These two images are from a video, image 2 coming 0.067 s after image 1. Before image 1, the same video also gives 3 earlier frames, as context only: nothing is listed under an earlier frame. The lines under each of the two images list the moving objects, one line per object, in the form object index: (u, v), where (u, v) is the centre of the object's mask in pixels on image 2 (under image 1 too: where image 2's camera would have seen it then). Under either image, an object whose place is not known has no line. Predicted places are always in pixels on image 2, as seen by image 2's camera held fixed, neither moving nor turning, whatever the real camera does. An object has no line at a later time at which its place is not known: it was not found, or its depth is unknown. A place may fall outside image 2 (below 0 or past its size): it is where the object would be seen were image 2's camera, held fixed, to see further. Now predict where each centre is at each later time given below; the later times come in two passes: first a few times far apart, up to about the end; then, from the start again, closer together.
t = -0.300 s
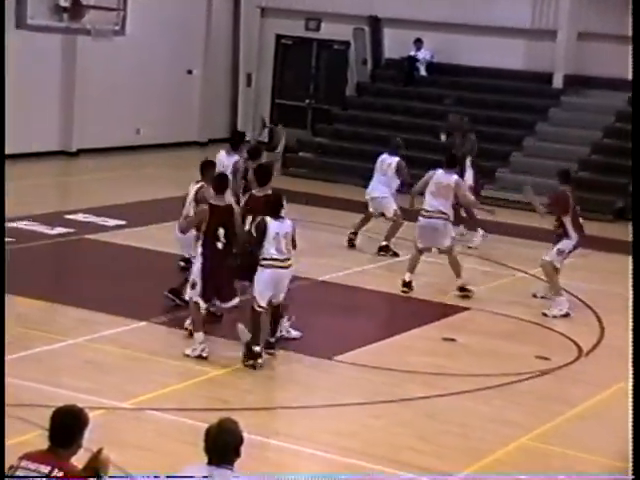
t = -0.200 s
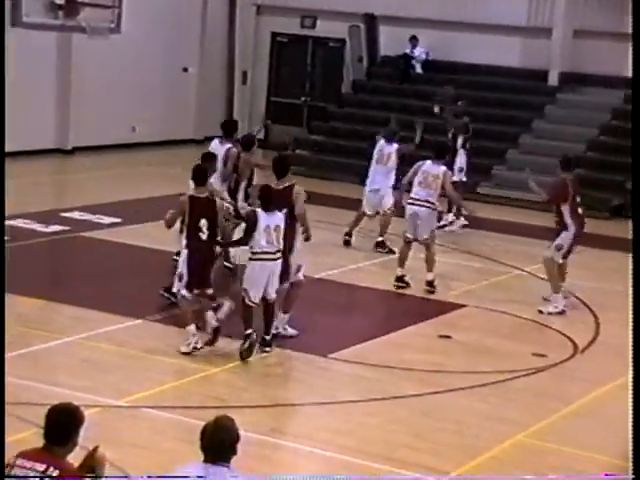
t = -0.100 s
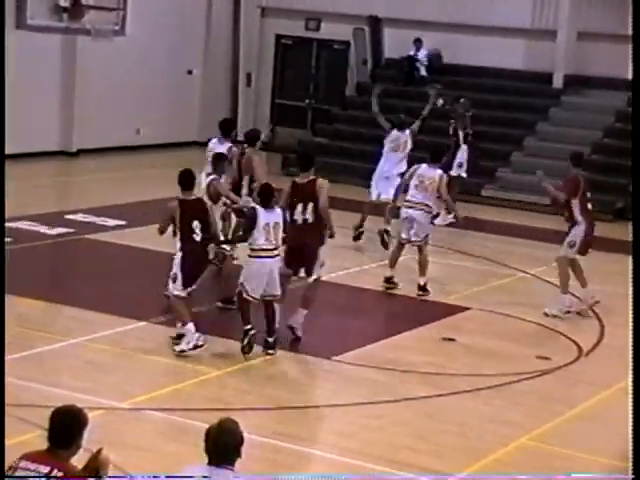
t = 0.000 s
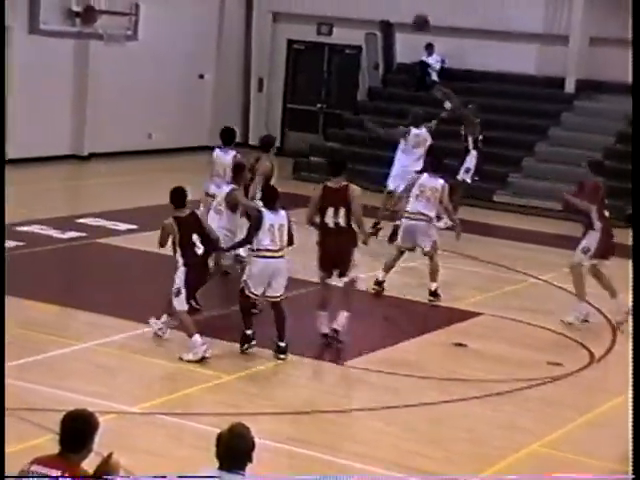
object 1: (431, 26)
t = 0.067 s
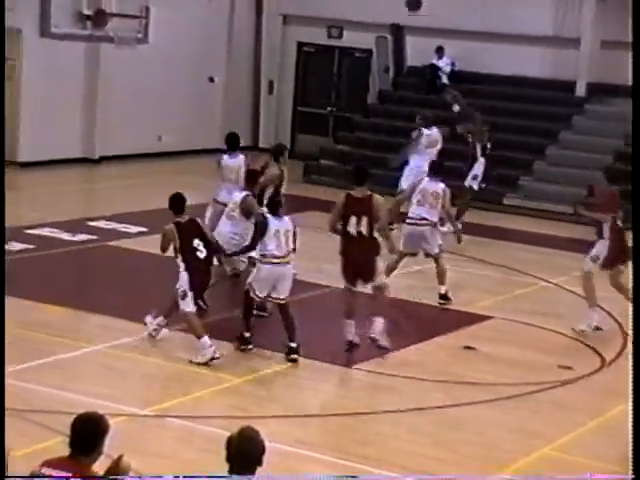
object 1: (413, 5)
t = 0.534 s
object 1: (272, -81)
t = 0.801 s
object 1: (177, -55)
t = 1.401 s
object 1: (60, 29)
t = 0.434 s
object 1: (306, -76)
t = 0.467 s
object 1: (294, -79)
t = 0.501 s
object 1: (283, -80)
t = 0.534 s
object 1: (272, -81)
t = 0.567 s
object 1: (262, -82)
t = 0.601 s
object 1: (251, -79)
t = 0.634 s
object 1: (238, -78)
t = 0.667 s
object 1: (228, -75)
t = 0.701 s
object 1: (214, -68)
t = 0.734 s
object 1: (203, -65)
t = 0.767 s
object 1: (190, -62)
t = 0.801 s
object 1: (177, -55)
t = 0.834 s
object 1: (164, -48)
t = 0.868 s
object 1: (151, -39)
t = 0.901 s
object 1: (137, -30)
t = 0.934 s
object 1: (124, -20)
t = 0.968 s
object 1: (110, -9)
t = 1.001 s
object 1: (103, 2)
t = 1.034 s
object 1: (100, 2)
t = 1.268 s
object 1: (71, 5)
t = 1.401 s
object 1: (60, 29)
